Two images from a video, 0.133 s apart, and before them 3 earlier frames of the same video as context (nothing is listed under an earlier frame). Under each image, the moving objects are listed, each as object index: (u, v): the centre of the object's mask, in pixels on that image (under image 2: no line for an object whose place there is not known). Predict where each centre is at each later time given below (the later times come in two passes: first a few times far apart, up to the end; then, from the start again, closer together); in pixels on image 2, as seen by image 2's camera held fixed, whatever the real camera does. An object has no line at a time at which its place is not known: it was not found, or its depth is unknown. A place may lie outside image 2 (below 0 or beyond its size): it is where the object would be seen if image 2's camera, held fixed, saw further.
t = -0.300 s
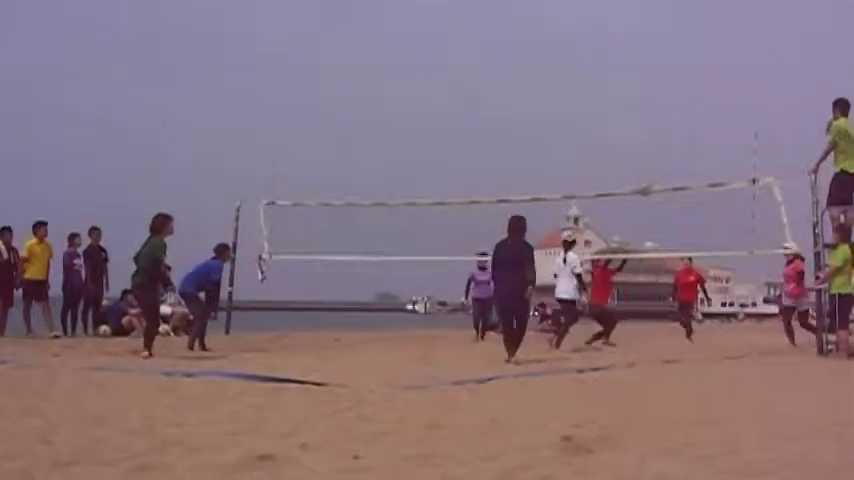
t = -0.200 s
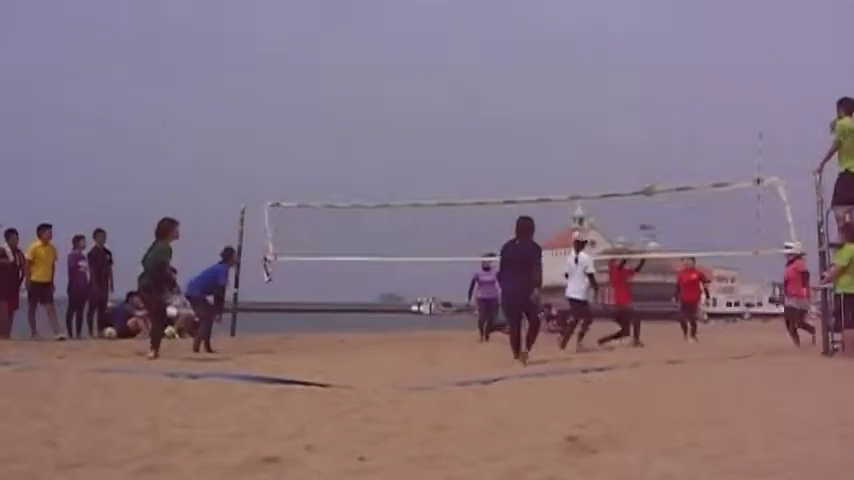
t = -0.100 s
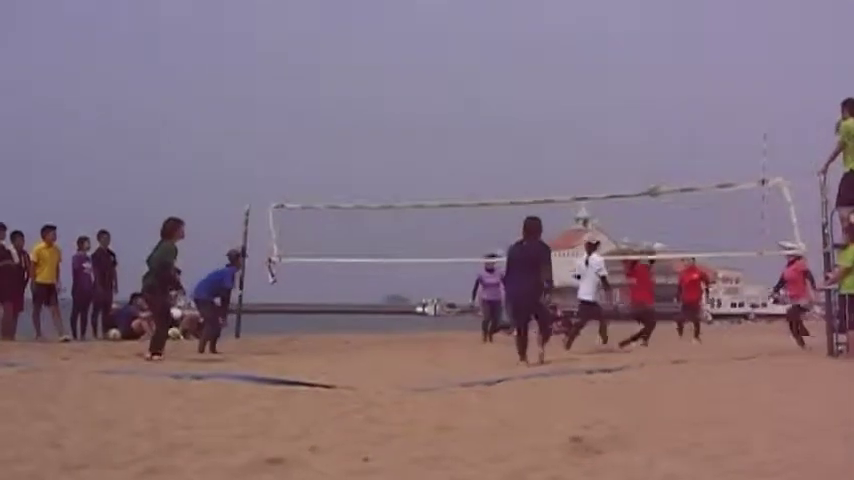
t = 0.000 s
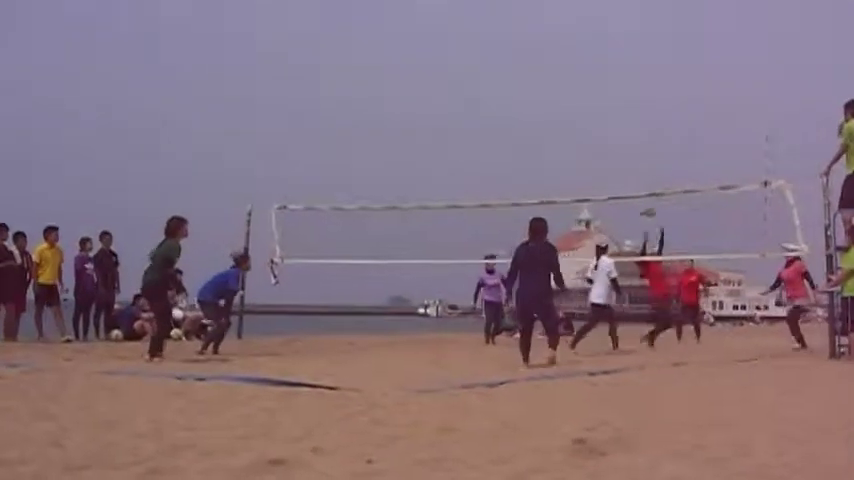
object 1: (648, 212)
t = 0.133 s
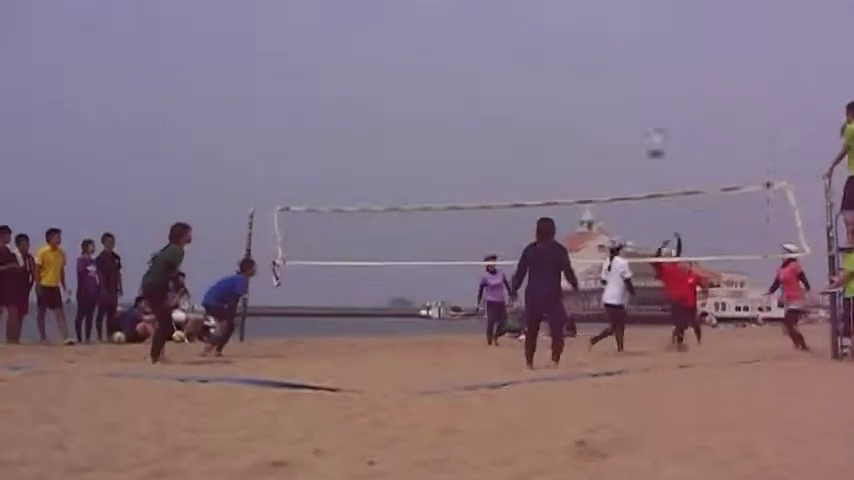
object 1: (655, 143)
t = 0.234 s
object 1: (659, 113)
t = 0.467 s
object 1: (671, 56)
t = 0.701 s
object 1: (684, 33)
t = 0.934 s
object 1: (702, 47)
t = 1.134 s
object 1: (720, 93)
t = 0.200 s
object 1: (658, 126)
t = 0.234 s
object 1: (659, 113)
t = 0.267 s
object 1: (660, 102)
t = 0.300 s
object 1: (661, 93)
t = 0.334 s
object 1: (664, 84)
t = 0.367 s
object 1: (666, 76)
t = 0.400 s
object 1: (667, 68)
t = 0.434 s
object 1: (670, 61)
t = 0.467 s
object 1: (671, 56)
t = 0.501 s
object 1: (673, 49)
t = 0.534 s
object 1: (674, 44)
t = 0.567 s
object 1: (676, 41)
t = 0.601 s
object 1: (678, 37)
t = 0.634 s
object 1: (680, 35)
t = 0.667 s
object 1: (682, 33)
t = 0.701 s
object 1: (684, 33)
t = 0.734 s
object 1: (686, 33)
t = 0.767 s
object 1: (689, 33)
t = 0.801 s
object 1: (691, 35)
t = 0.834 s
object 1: (694, 37)
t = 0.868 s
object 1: (697, 39)
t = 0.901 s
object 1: (699, 43)
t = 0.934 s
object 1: (702, 47)
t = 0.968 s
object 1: (705, 49)
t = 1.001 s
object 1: (710, 59)
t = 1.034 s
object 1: (713, 68)
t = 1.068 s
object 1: (715, 76)
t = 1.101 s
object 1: (717, 84)
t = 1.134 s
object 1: (720, 93)
